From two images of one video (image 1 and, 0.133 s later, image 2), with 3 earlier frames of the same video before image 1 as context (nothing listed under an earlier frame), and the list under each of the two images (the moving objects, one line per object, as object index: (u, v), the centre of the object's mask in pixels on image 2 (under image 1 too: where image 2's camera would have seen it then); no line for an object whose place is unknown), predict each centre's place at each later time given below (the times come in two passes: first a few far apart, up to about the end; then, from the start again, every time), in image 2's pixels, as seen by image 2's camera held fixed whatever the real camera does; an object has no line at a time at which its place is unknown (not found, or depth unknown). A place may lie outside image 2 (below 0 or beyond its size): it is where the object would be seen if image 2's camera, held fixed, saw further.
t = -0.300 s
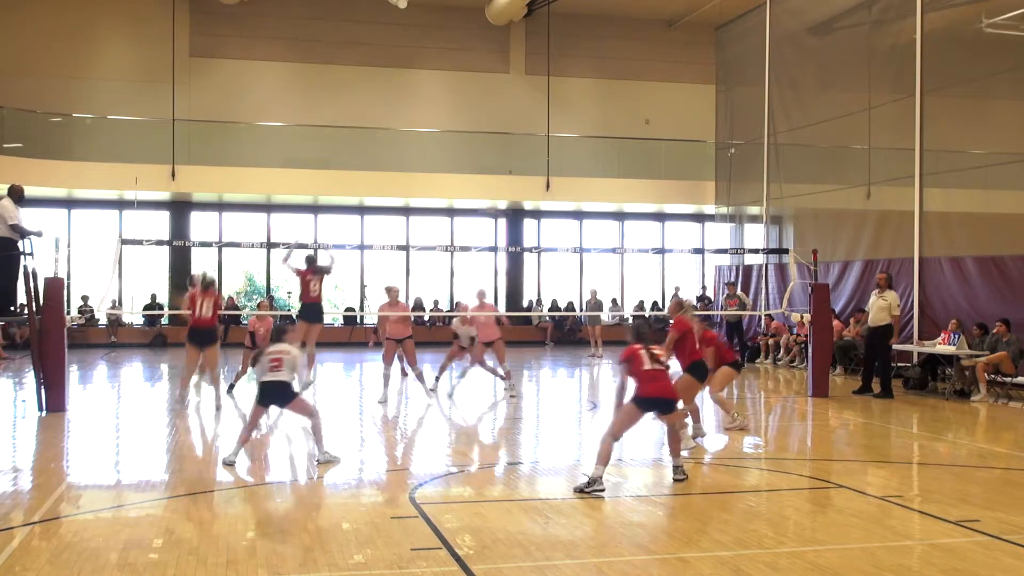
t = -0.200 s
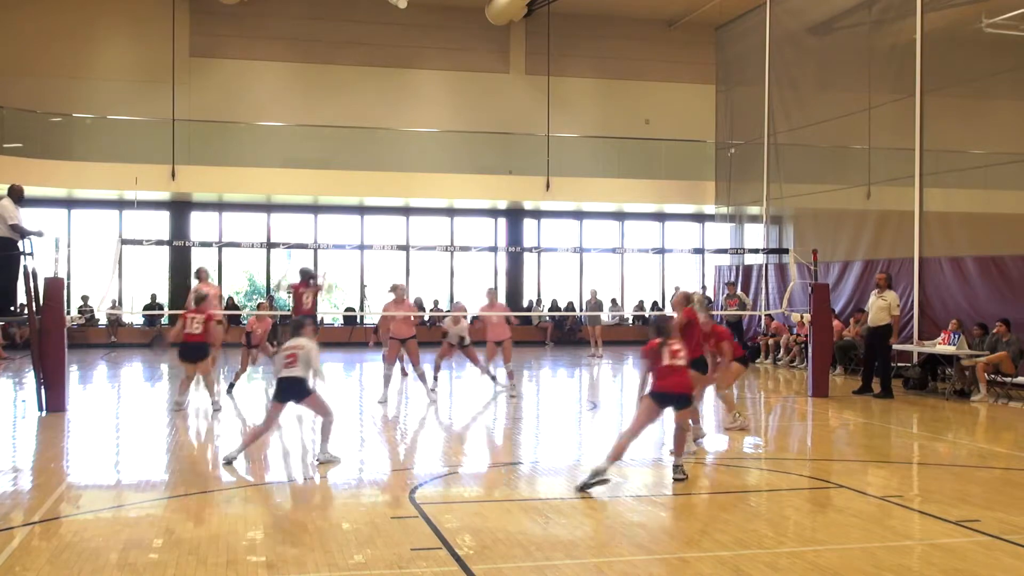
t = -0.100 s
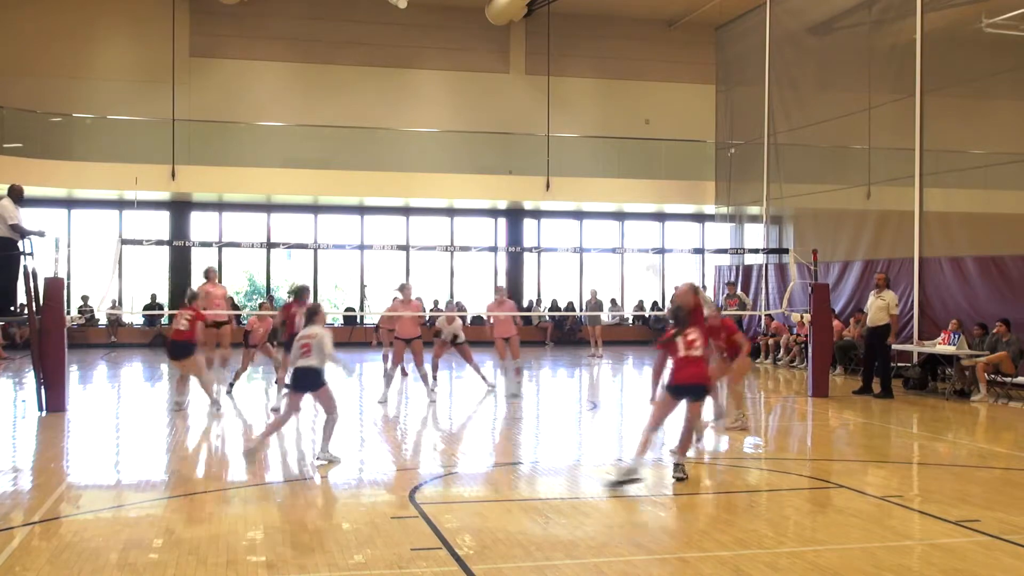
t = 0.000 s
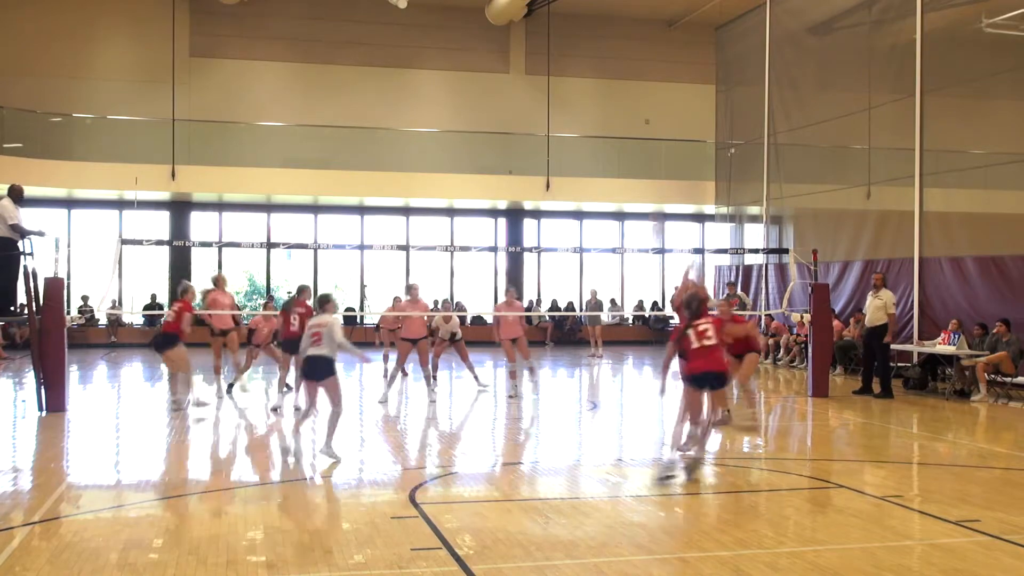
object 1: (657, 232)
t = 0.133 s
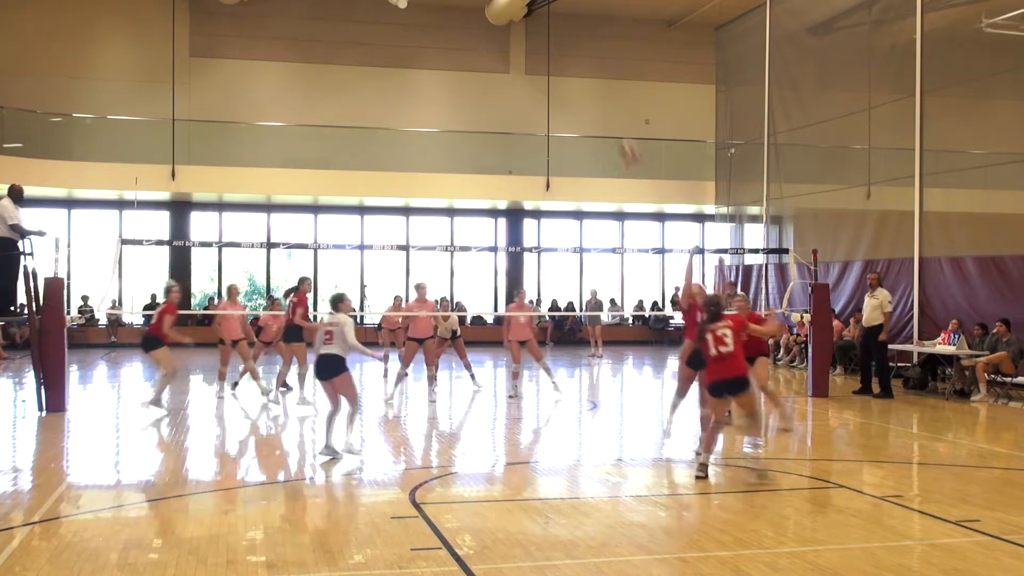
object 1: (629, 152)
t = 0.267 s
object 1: (602, 96)
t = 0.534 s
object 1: (551, 41)
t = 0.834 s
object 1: (502, 56)
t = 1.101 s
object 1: (460, 136)
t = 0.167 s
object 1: (622, 136)
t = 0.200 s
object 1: (614, 121)
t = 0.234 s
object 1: (609, 107)
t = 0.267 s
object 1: (602, 96)
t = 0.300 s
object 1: (595, 86)
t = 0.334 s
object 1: (589, 76)
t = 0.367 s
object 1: (582, 68)
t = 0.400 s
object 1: (576, 59)
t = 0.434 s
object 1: (570, 55)
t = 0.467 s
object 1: (564, 49)
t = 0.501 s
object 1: (558, 45)
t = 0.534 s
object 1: (551, 41)
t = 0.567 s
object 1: (545, 40)
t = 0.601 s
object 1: (539, 39)
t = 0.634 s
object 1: (534, 38)
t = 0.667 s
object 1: (529, 40)
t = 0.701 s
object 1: (523, 41)
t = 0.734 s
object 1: (517, 43)
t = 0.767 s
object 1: (512, 45)
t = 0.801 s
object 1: (506, 51)
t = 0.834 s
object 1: (502, 56)
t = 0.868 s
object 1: (495, 62)
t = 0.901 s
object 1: (490, 72)
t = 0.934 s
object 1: (486, 80)
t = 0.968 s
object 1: (479, 91)
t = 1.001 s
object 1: (473, 101)
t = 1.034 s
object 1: (469, 112)
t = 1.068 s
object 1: (465, 123)
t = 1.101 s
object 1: (460, 136)
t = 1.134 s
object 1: (454, 149)
